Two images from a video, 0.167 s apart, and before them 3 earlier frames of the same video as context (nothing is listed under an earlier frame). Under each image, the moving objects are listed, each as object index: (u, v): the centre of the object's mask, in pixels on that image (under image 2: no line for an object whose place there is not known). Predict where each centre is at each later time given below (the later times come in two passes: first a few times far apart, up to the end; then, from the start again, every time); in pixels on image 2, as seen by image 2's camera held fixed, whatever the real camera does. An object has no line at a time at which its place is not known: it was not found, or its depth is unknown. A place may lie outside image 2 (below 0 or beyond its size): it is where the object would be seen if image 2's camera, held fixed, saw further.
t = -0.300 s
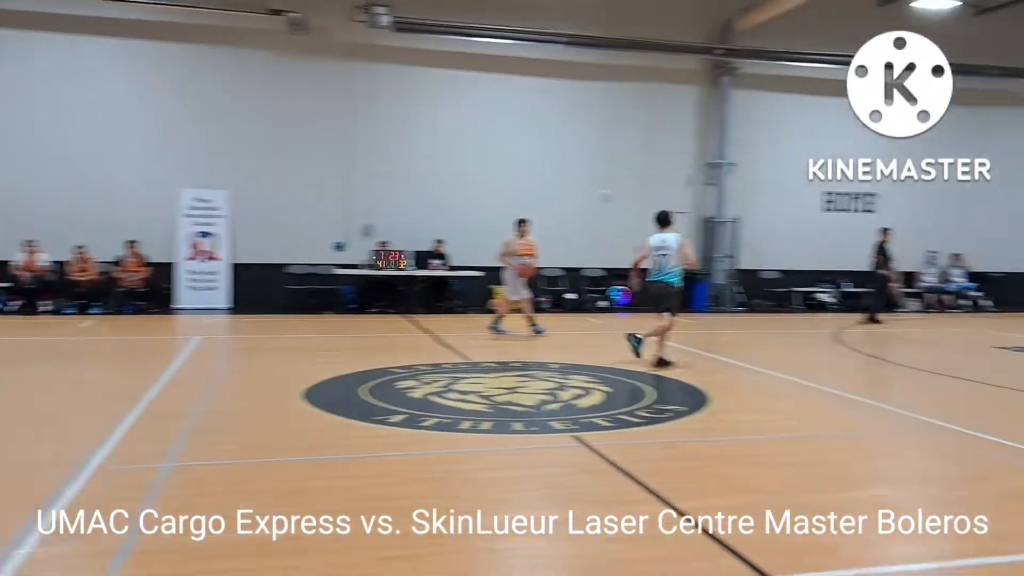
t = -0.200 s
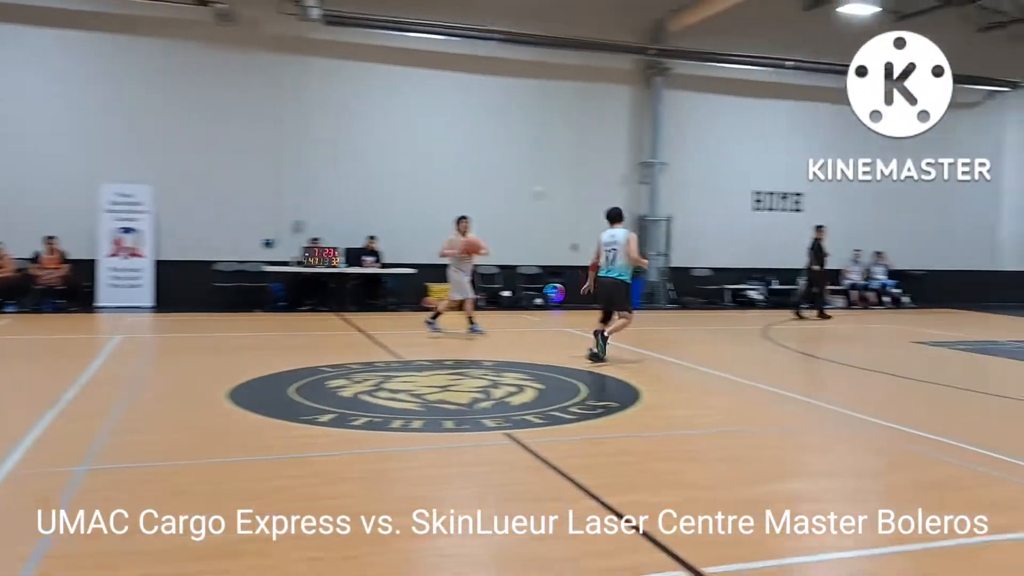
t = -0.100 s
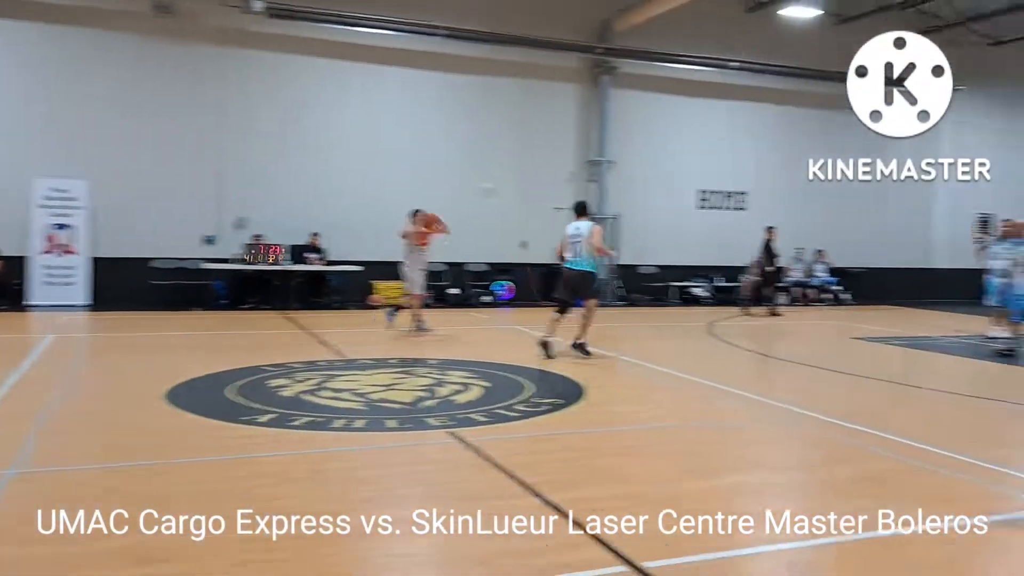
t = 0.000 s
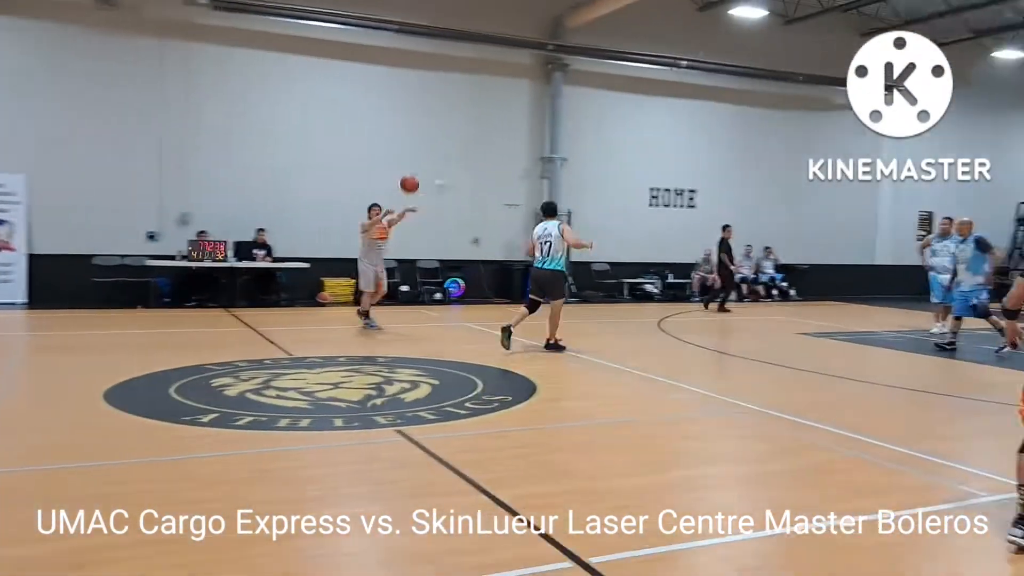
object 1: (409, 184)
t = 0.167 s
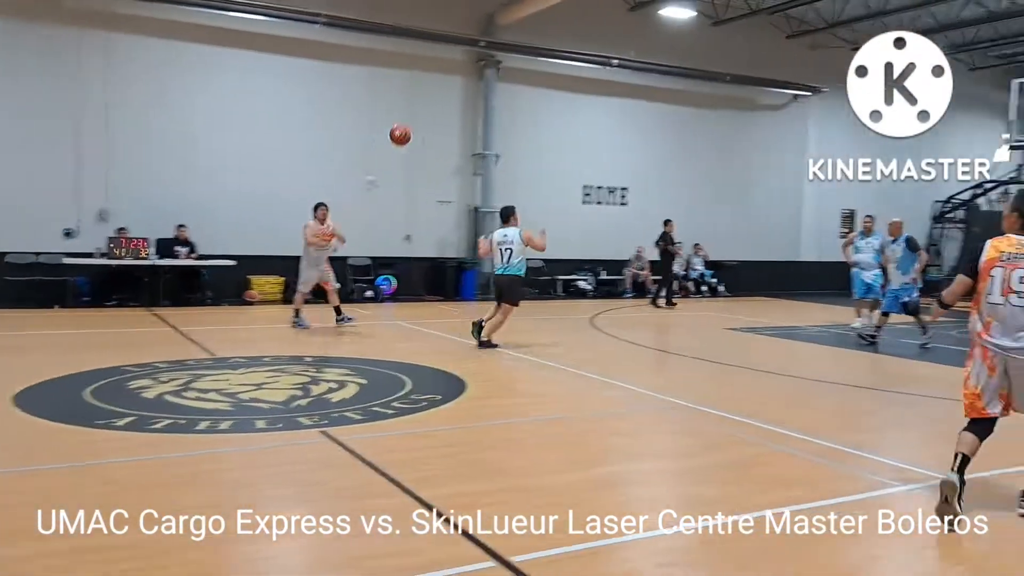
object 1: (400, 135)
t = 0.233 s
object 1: (425, 122)
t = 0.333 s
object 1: (467, 107)
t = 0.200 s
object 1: (412, 128)
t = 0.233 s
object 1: (425, 122)
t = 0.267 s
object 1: (438, 117)
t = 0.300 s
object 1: (453, 112)
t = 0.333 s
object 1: (467, 107)
